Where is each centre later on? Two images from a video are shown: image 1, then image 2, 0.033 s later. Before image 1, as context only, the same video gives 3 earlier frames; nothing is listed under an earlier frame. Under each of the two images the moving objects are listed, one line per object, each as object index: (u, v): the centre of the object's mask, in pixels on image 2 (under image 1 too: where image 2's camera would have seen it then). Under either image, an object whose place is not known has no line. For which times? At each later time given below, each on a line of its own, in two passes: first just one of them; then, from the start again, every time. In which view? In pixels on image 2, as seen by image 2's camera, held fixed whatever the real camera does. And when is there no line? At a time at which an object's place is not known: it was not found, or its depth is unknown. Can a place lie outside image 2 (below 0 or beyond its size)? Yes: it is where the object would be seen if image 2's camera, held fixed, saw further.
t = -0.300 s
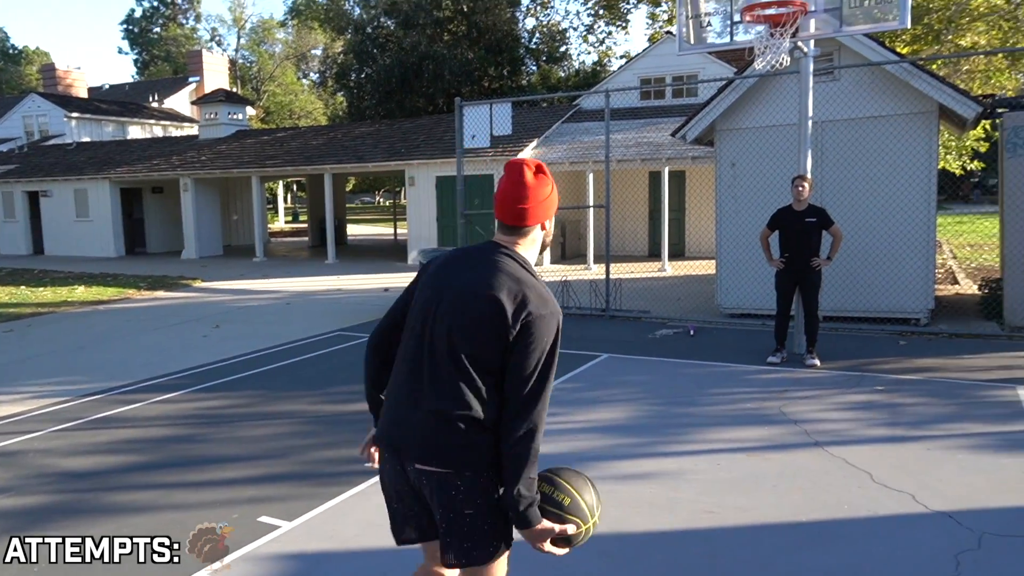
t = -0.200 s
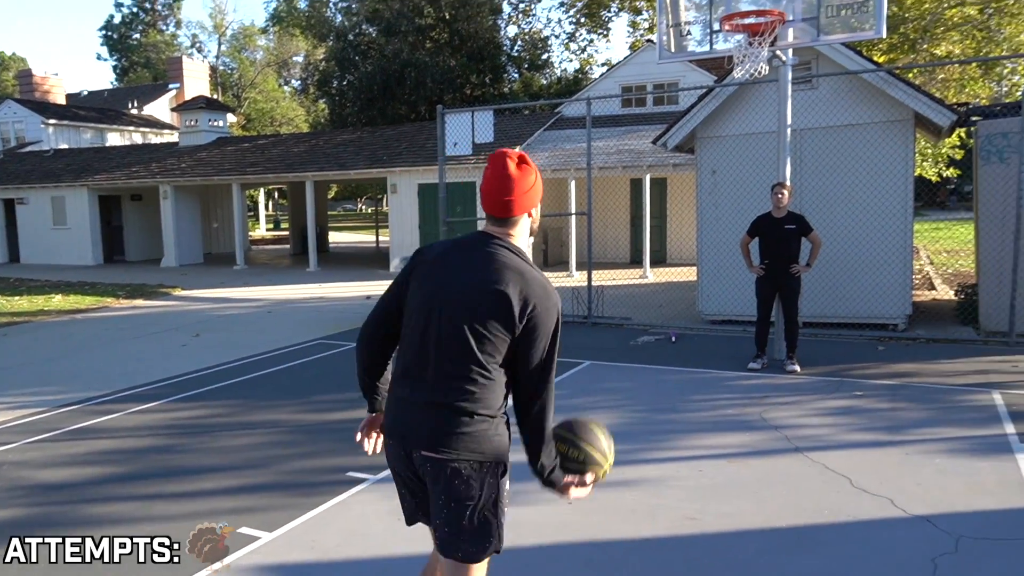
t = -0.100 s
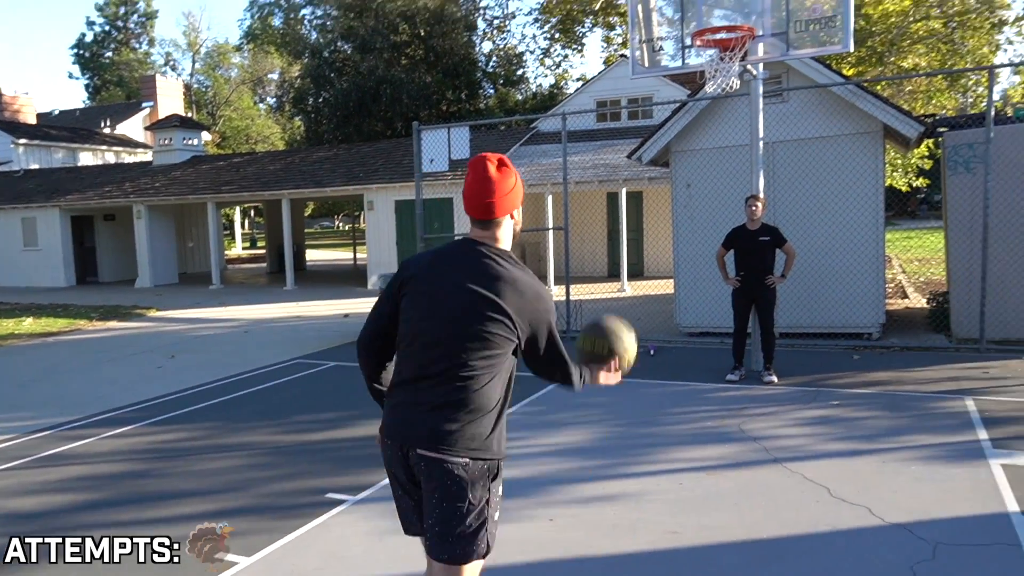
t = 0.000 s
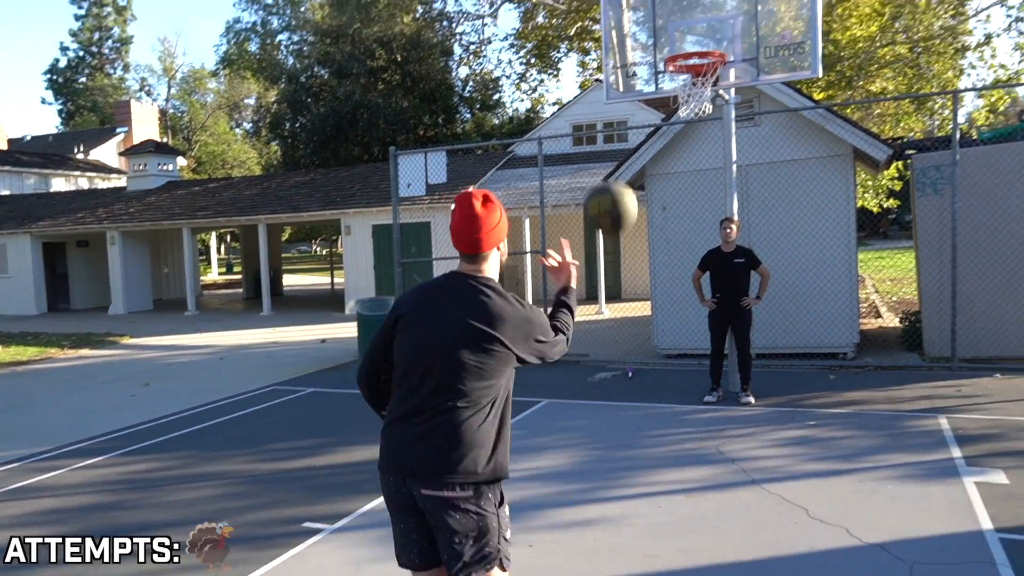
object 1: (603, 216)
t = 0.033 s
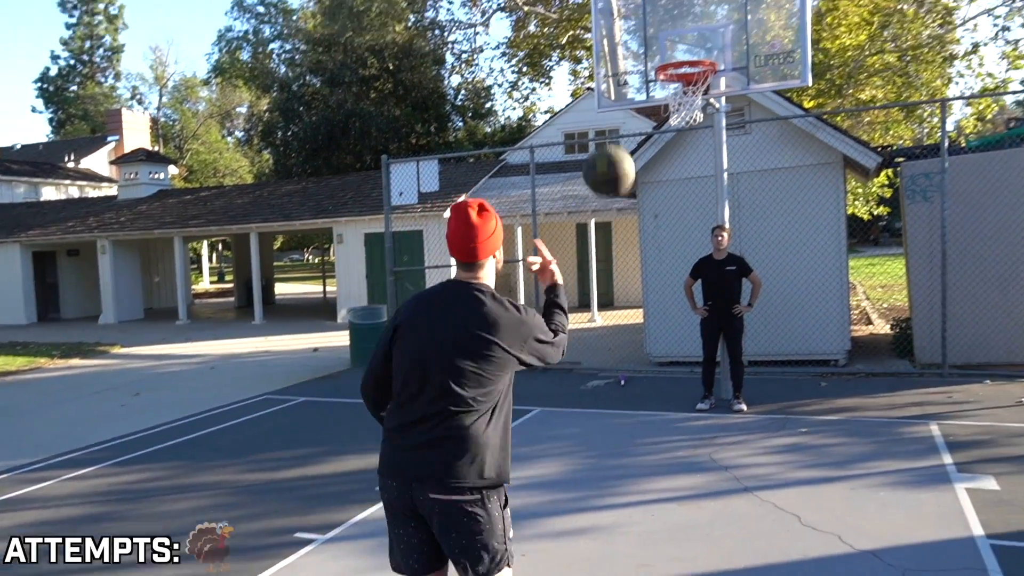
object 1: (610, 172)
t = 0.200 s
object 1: (637, 19)
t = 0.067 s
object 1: (616, 131)
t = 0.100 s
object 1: (621, 97)
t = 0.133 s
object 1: (627, 68)
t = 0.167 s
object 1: (632, 42)
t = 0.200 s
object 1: (637, 19)
